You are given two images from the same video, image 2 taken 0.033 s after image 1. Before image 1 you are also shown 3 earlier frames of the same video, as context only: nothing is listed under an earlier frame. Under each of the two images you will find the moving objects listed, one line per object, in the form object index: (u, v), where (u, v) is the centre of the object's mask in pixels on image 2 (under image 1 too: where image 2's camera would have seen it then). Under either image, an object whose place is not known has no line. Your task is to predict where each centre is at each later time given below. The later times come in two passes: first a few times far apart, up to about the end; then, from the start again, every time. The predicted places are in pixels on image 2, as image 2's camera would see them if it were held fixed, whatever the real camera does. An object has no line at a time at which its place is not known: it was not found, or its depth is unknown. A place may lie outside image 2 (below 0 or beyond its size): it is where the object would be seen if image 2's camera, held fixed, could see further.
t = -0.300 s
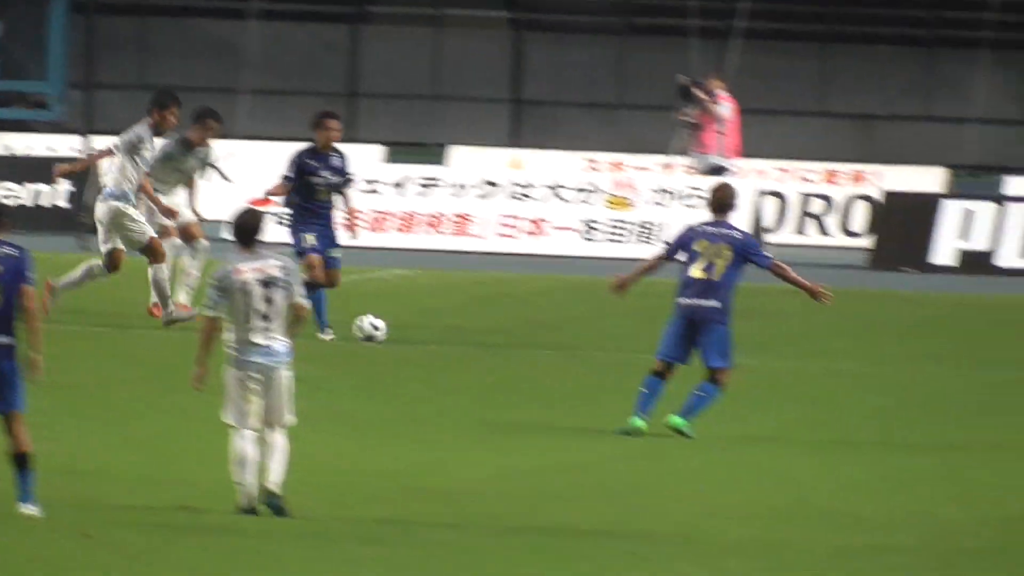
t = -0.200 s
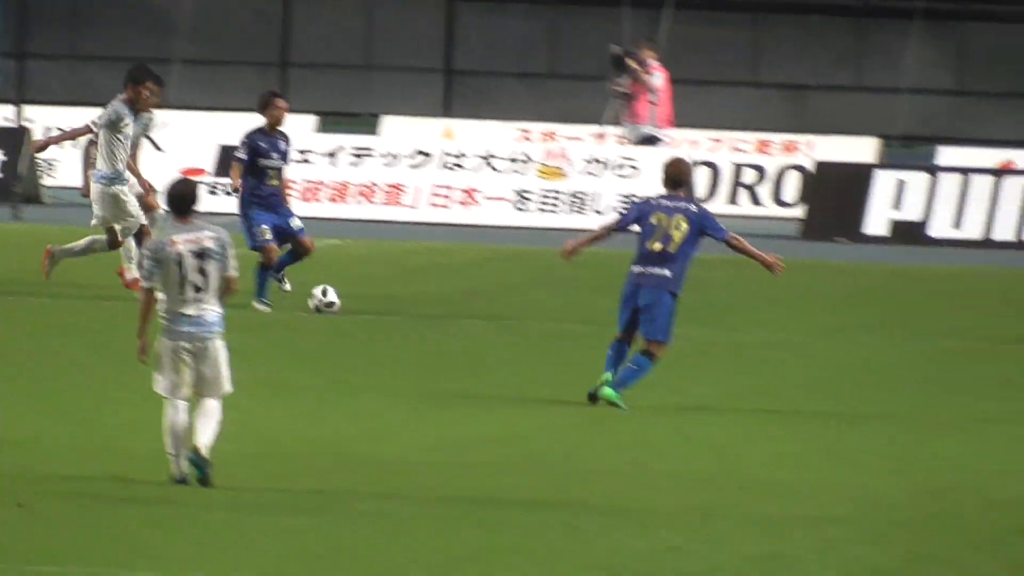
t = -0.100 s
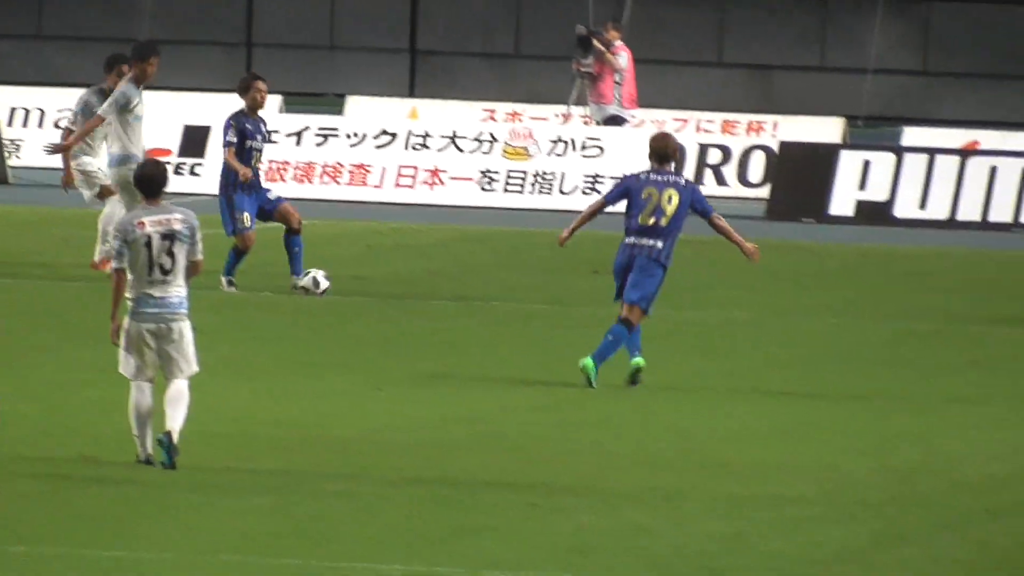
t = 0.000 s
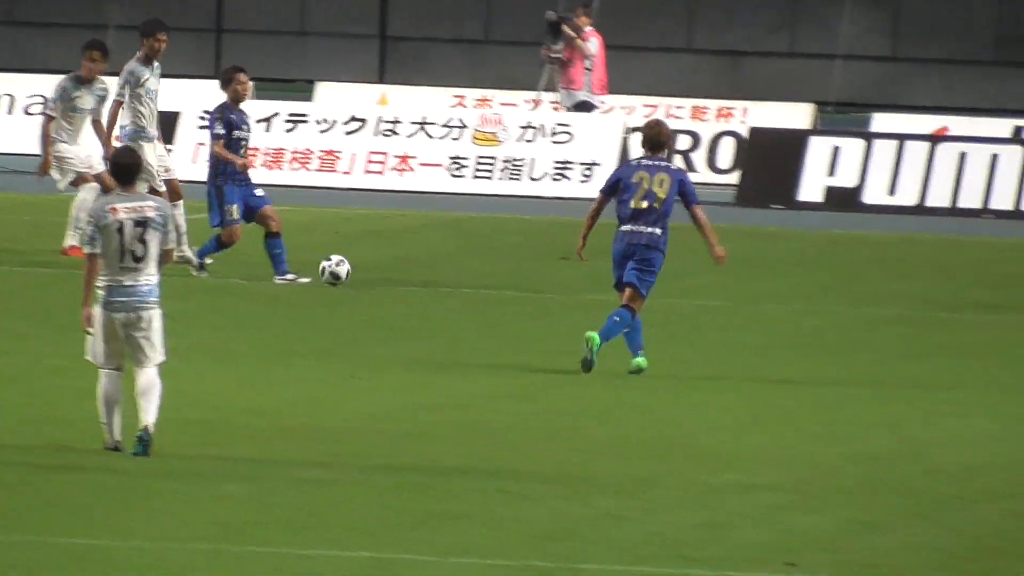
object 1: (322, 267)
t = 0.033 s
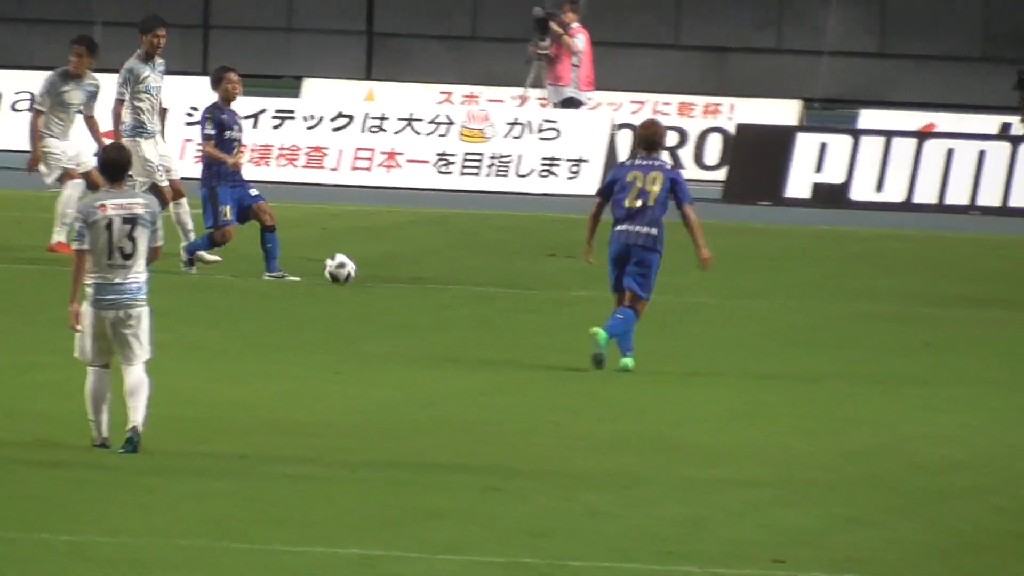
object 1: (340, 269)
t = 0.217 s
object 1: (431, 278)
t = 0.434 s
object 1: (526, 293)
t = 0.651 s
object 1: (607, 300)
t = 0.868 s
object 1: (681, 306)
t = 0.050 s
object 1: (348, 271)
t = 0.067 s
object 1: (357, 272)
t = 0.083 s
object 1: (366, 274)
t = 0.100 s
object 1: (374, 276)
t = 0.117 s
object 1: (383, 277)
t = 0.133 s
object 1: (391, 276)
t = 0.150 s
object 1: (401, 276)
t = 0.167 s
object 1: (408, 277)
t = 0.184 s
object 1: (415, 278)
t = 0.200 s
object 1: (423, 278)
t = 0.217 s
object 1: (431, 278)
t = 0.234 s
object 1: (438, 280)
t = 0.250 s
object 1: (447, 281)
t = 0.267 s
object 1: (454, 283)
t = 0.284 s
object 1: (462, 285)
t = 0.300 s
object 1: (469, 287)
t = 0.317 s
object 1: (478, 287)
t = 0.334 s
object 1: (486, 288)
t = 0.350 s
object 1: (492, 288)
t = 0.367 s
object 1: (499, 289)
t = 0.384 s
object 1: (506, 290)
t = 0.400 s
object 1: (513, 291)
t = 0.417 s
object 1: (520, 292)
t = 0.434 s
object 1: (526, 293)
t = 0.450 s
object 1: (532, 293)
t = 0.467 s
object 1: (539, 294)
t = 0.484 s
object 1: (546, 295)
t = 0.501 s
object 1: (552, 296)
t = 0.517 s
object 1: (559, 296)
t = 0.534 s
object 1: (565, 297)
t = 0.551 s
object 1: (571, 298)
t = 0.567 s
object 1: (577, 298)
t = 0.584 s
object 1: (583, 299)
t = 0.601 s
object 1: (589, 299)
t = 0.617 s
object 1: (594, 300)
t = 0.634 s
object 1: (600, 300)
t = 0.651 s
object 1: (607, 300)
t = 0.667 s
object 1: (612, 301)
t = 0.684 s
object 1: (618, 301)
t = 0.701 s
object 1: (624, 302)
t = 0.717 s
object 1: (629, 303)
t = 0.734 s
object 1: (635, 304)
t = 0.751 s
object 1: (640, 303)
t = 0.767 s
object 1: (646, 305)
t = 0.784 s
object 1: (652, 305)
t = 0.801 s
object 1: (658, 305)
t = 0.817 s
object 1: (664, 304)
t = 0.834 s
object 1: (670, 305)
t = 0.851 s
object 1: (674, 305)
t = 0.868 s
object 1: (681, 306)
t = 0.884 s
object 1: (686, 306)
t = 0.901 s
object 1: (692, 307)
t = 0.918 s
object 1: (697, 307)
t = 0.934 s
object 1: (700, 307)
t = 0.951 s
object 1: (705, 307)
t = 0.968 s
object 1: (710, 307)
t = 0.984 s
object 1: (715, 307)
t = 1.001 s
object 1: (720, 308)
